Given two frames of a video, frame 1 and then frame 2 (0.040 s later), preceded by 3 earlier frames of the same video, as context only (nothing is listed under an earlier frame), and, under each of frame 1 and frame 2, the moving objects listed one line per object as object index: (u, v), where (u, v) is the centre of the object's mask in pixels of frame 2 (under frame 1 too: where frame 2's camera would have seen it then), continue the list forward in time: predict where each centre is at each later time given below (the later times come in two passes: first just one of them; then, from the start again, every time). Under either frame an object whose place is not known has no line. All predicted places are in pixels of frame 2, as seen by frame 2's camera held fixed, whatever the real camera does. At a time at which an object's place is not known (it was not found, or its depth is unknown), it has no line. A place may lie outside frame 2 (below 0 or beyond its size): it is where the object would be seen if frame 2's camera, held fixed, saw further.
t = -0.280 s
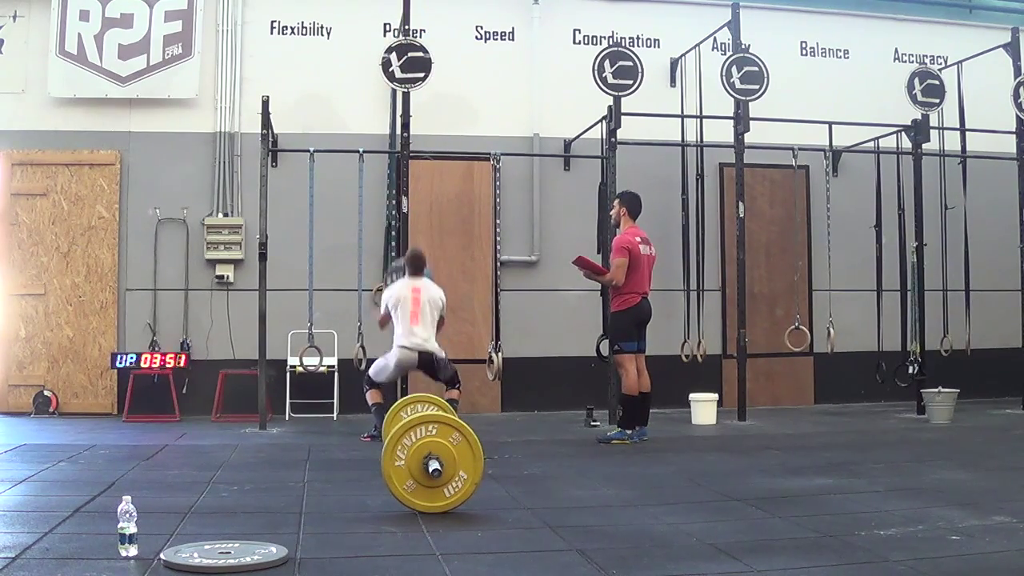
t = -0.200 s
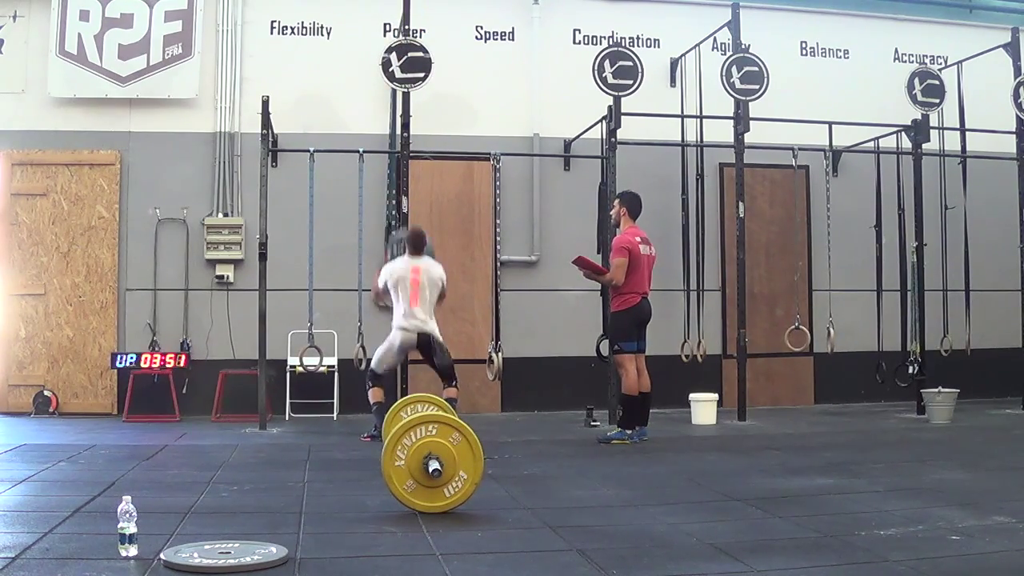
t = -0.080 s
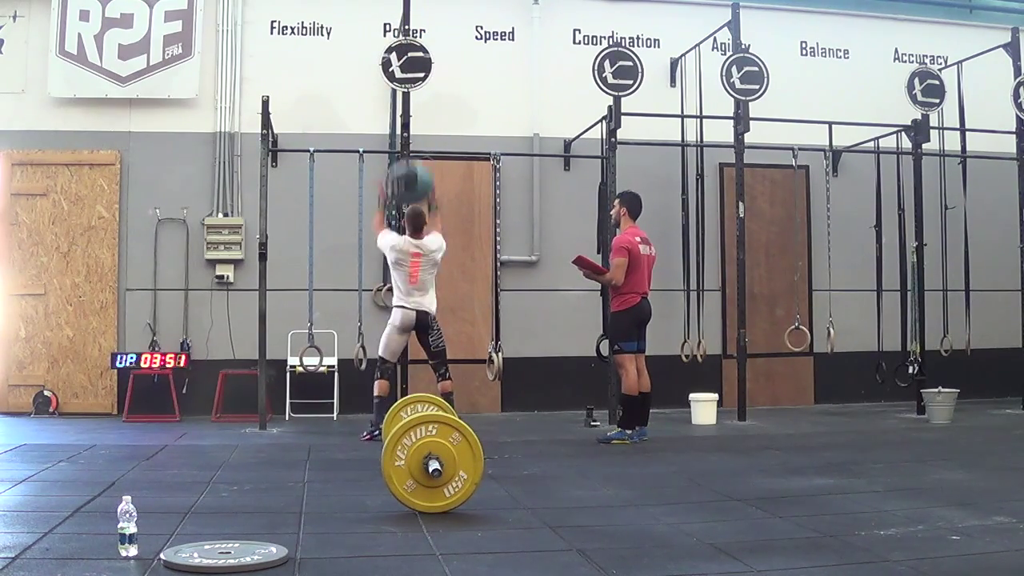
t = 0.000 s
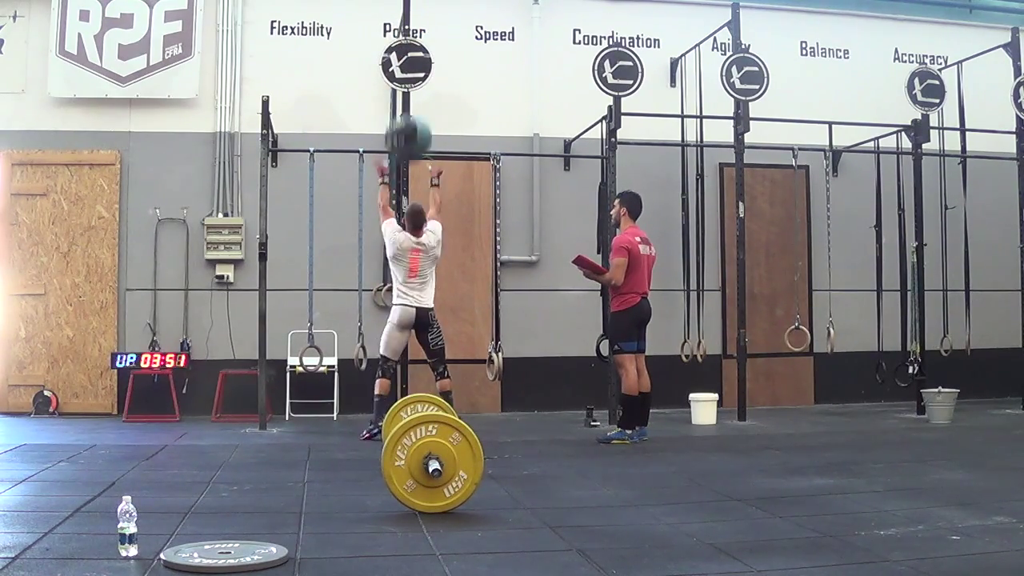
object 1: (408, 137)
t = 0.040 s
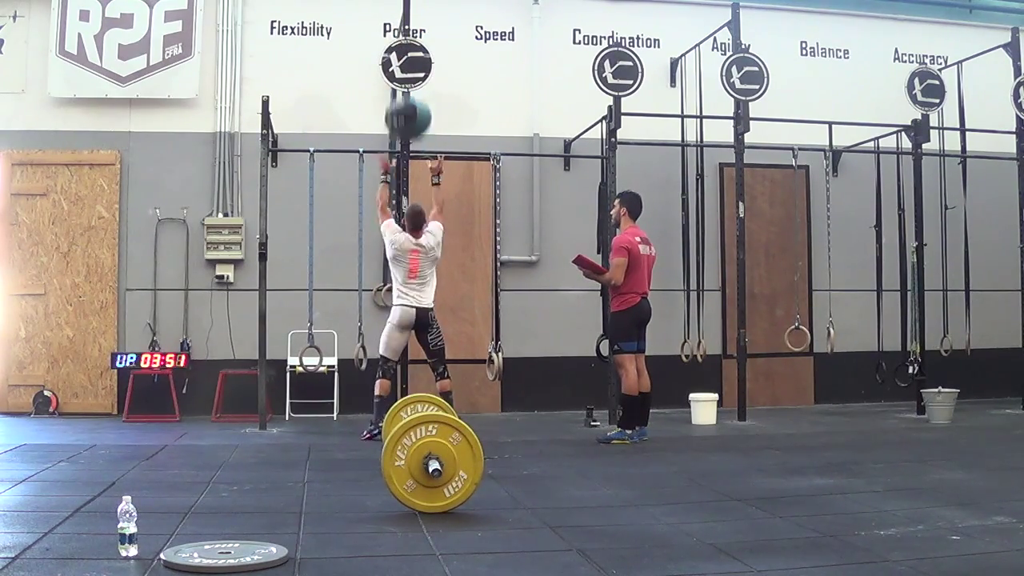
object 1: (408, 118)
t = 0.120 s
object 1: (408, 82)
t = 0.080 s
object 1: (408, 98)
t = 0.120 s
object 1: (408, 82)
